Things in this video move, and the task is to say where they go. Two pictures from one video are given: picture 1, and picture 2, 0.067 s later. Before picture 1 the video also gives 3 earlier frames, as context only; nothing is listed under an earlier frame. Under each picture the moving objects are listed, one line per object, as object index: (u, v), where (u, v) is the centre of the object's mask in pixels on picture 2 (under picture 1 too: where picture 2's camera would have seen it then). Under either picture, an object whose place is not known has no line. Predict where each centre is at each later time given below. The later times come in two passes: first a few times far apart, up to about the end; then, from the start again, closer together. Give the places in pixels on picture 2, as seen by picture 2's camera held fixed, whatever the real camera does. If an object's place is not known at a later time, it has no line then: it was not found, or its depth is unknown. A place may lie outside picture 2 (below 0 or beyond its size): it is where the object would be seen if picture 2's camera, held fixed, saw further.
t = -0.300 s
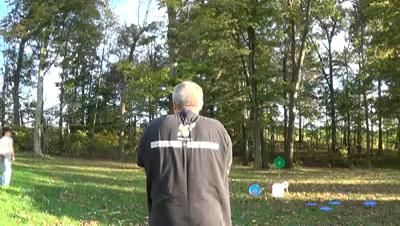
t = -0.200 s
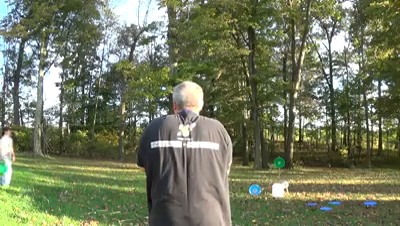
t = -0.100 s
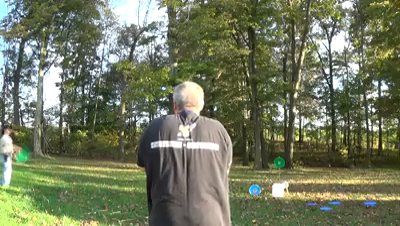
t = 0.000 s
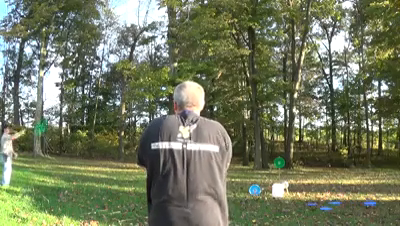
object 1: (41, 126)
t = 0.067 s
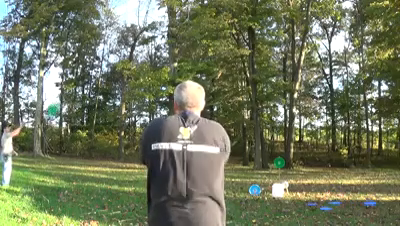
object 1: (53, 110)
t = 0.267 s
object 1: (89, 68)
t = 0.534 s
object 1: (140, 36)
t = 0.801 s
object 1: (192, 32)
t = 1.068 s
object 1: (250, 58)
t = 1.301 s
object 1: (298, 109)
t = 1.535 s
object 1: (345, 181)
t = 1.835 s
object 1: (372, 178)
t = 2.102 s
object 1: (391, 183)
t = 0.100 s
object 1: (58, 102)
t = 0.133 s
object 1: (65, 94)
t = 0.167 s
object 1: (70, 87)
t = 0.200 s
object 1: (78, 79)
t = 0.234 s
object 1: (82, 73)
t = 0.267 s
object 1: (89, 68)
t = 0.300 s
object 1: (95, 62)
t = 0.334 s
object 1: (102, 56)
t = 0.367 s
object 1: (109, 52)
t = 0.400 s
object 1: (114, 47)
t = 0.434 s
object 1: (120, 45)
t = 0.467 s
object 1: (127, 41)
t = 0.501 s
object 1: (134, 38)
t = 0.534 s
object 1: (140, 36)
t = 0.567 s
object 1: (146, 34)
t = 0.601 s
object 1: (153, 32)
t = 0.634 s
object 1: (160, 30)
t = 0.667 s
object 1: (167, 30)
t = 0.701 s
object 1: (173, 30)
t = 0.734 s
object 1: (179, 30)
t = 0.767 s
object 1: (186, 30)
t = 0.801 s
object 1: (192, 32)
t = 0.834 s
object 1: (200, 33)
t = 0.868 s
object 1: (207, 35)
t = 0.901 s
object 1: (214, 38)
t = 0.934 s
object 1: (222, 41)
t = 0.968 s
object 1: (229, 45)
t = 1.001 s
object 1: (234, 49)
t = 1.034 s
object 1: (241, 54)
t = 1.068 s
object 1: (250, 58)
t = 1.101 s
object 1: (257, 65)
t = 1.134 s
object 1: (263, 71)
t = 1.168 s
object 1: (271, 78)
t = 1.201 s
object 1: (278, 85)
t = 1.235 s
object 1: (284, 91)
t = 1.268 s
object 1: (291, 99)
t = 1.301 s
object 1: (298, 109)
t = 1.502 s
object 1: (338, 167)
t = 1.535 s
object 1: (345, 181)
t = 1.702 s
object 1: (362, 187)
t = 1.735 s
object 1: (365, 185)
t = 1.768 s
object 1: (366, 182)
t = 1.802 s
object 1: (369, 181)
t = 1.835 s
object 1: (372, 178)
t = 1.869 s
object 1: (374, 178)
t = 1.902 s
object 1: (377, 177)
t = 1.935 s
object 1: (379, 176)
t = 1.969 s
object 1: (381, 177)
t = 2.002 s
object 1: (384, 176)
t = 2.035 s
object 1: (386, 179)
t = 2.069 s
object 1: (389, 181)
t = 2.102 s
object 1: (391, 183)
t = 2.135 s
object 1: (394, 186)
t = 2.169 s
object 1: (395, 189)
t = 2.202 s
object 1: (396, 193)
